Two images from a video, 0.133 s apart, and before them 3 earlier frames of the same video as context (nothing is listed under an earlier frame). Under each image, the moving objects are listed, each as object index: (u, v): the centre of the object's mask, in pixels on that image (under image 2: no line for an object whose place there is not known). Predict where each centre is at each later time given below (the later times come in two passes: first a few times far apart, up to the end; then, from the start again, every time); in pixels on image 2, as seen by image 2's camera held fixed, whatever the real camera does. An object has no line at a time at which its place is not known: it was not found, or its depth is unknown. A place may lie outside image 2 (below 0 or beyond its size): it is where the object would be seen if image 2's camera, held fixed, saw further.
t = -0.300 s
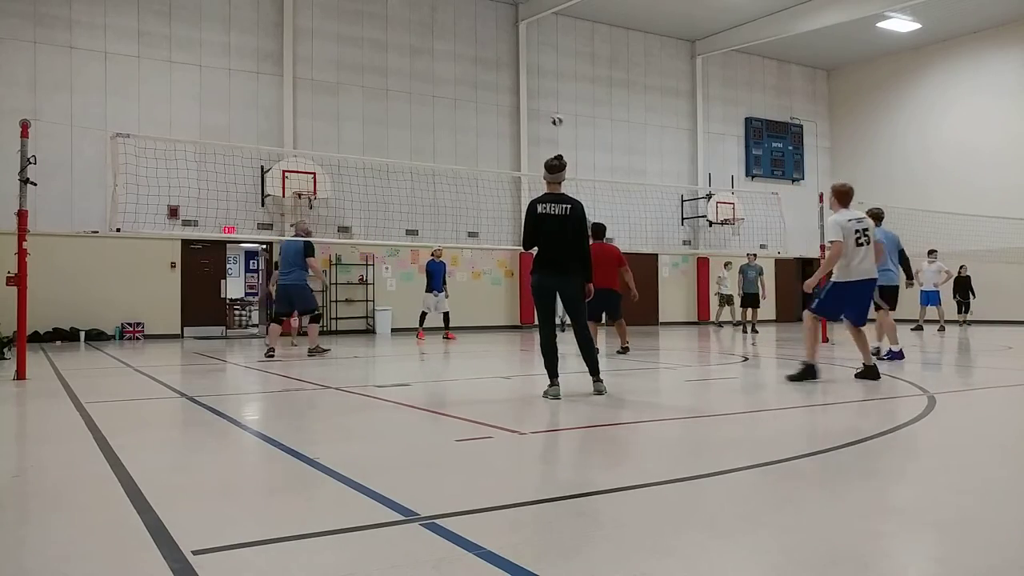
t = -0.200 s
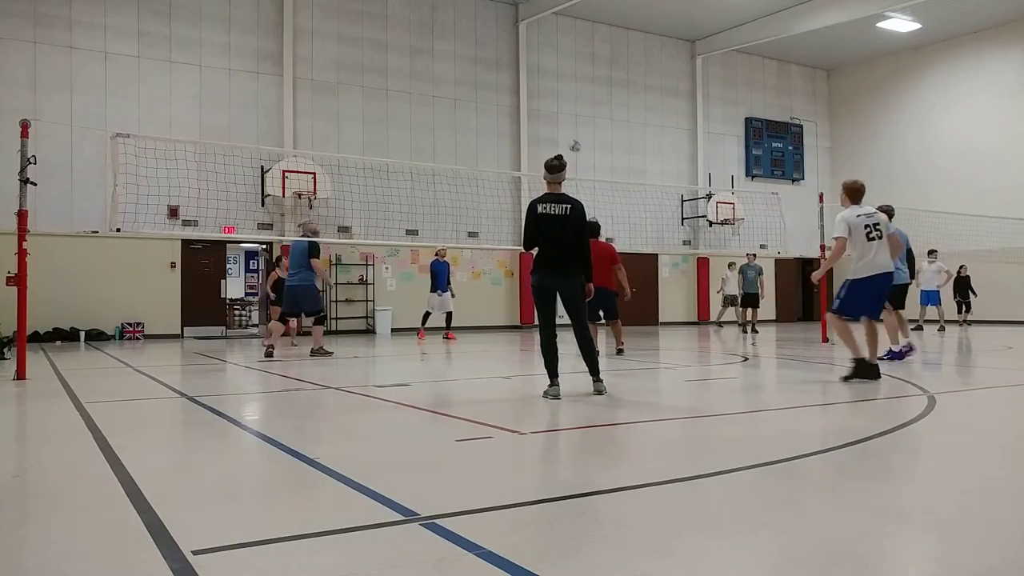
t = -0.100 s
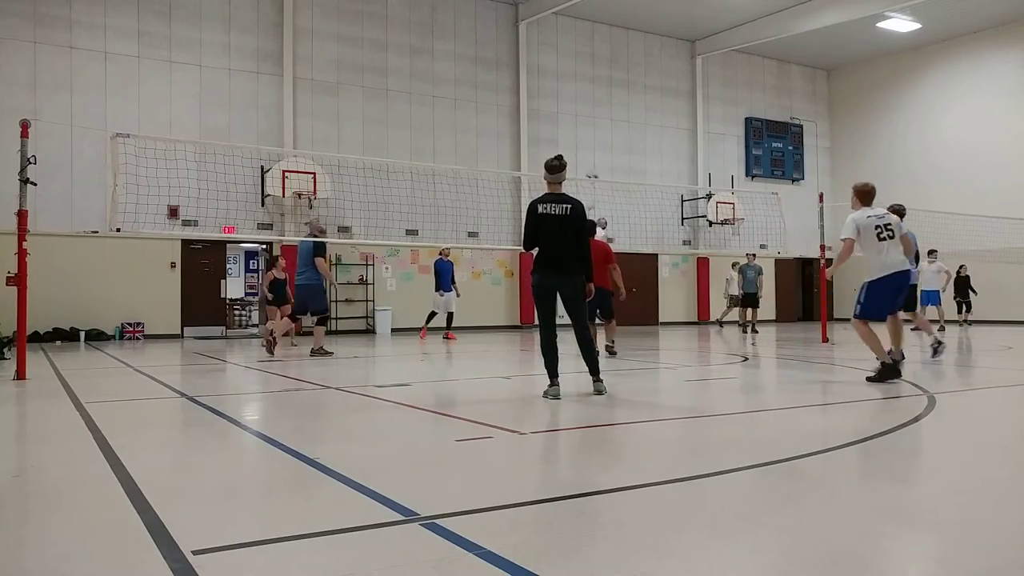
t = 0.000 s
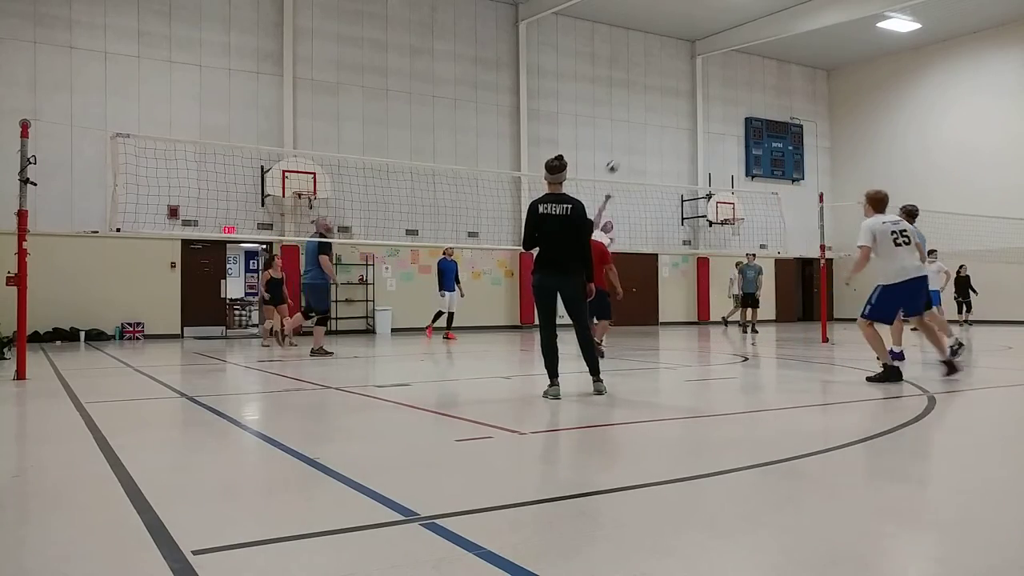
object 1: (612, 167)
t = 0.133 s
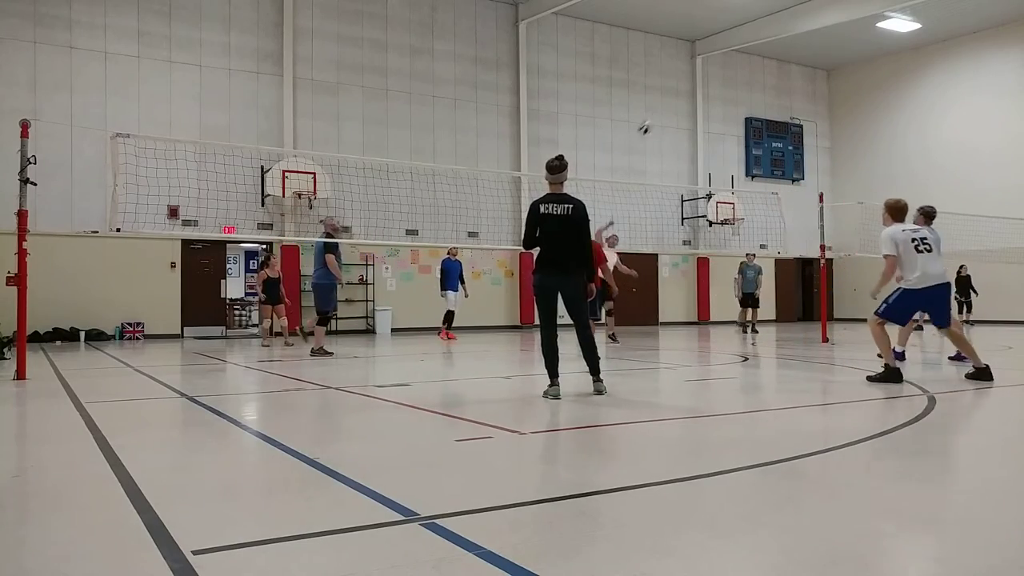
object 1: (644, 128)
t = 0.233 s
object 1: (671, 104)
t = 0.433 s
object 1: (737, 74)
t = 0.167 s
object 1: (654, 120)
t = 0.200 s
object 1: (662, 112)
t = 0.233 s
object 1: (671, 104)
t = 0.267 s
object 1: (681, 97)
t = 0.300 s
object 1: (693, 91)
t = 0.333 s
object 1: (702, 83)
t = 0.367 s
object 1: (715, 79)
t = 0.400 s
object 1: (726, 76)
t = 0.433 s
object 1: (737, 74)
